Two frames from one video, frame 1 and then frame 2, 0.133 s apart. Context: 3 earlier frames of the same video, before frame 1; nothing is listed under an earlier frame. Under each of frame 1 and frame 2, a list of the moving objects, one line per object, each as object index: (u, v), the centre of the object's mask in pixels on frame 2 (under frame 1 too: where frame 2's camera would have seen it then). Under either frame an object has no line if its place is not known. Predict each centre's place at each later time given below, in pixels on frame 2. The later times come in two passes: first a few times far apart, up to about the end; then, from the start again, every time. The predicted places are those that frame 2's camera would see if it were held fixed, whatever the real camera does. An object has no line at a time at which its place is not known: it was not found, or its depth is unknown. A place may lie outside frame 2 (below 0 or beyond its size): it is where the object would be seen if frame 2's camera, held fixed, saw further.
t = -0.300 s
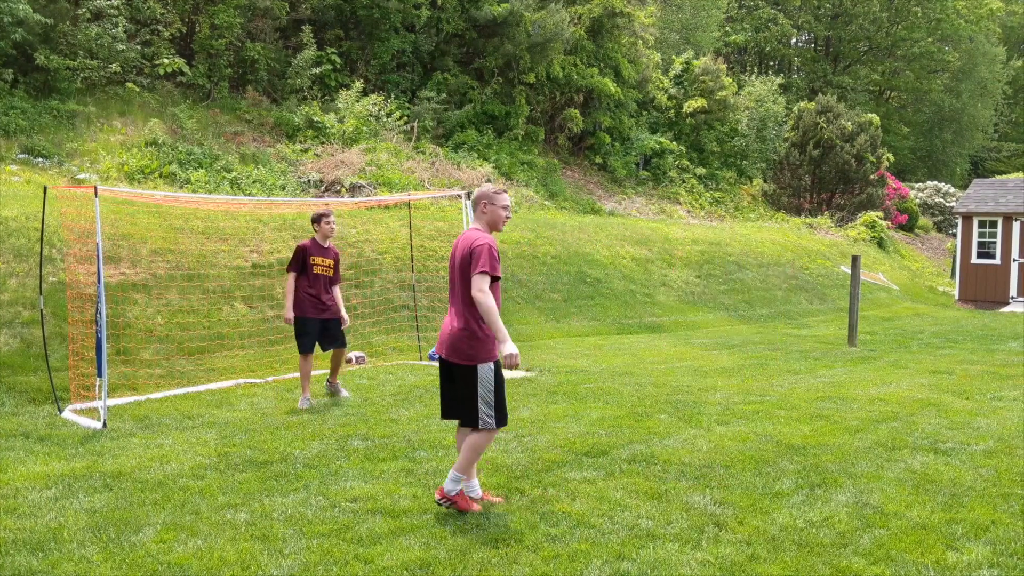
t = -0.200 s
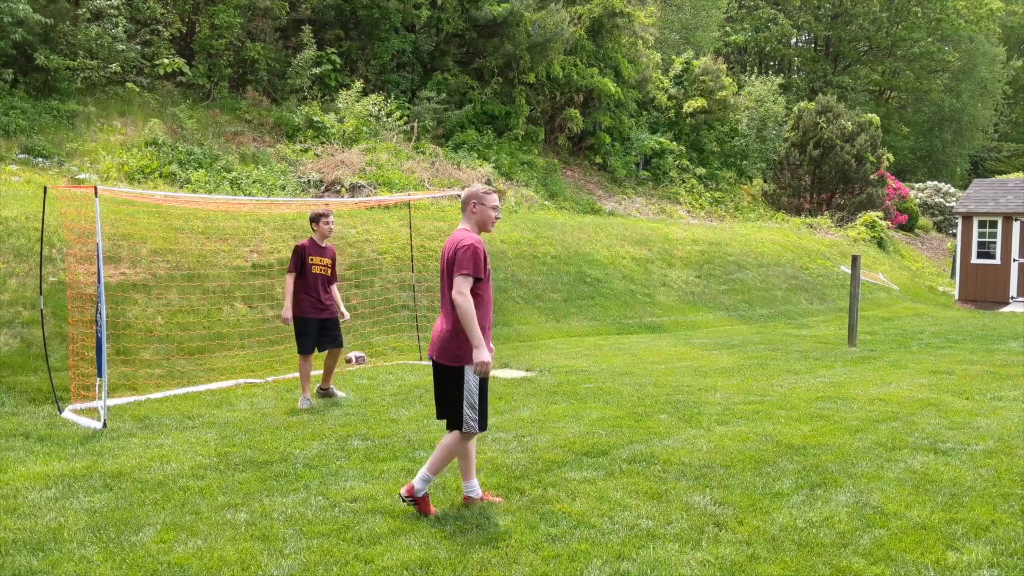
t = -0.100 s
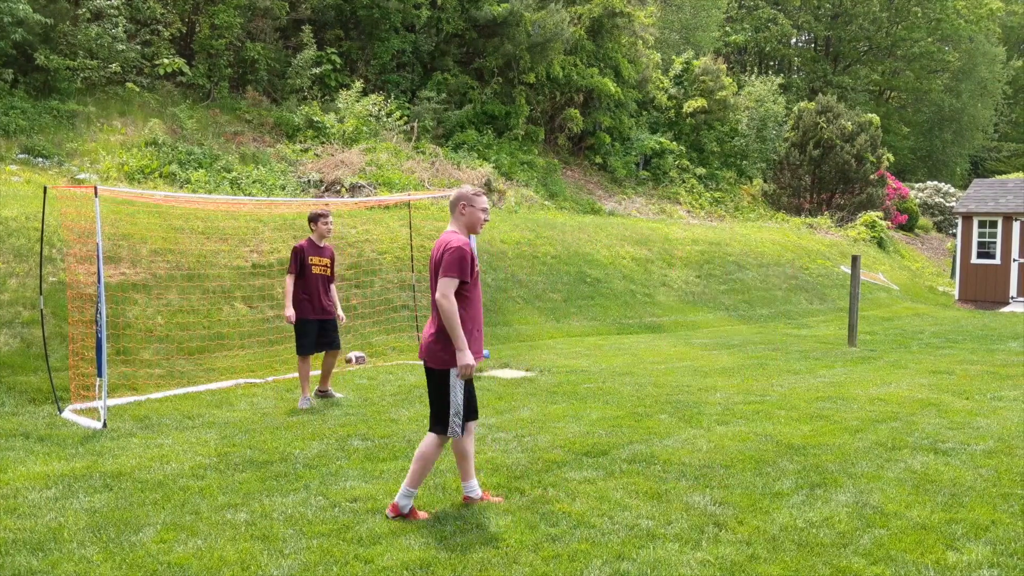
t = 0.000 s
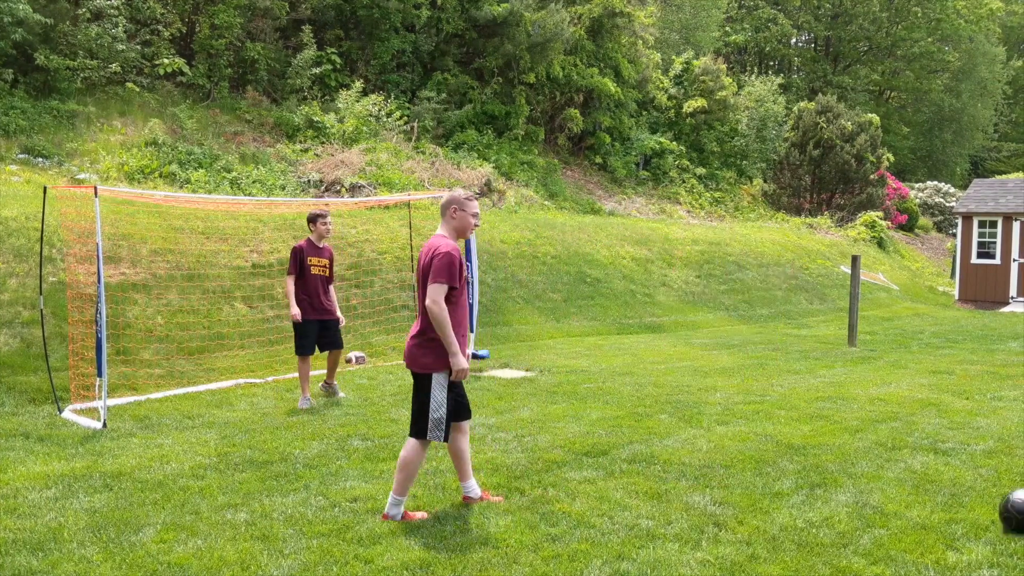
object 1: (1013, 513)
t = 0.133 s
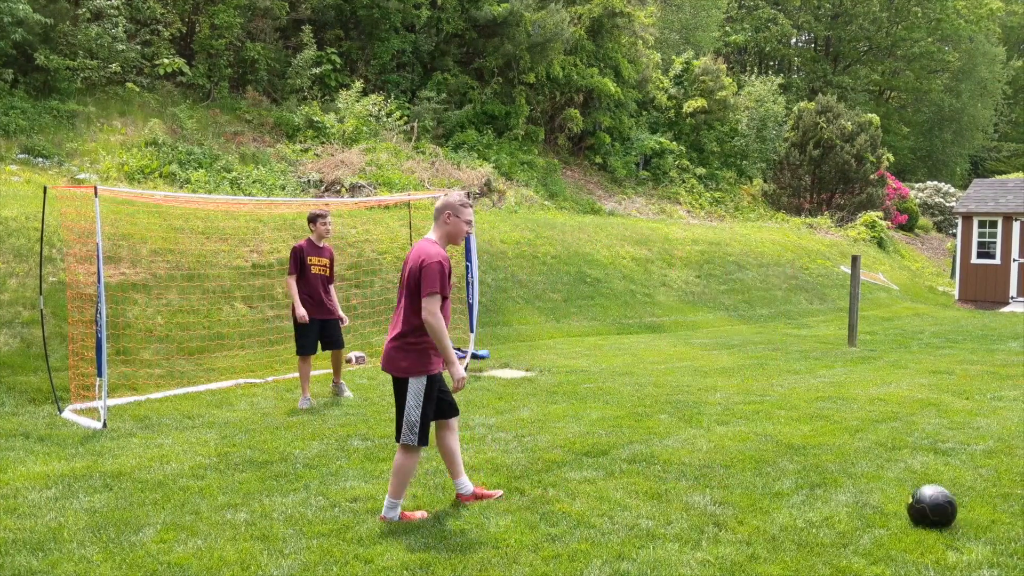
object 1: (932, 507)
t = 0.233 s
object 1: (869, 503)
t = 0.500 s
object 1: (735, 486)
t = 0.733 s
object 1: (650, 474)
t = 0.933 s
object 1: (593, 465)
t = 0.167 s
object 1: (911, 506)
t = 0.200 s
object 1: (890, 504)
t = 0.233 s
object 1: (869, 503)
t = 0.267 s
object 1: (850, 501)
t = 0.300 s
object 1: (831, 499)
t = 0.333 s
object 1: (813, 496)
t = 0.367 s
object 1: (797, 494)
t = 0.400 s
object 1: (781, 493)
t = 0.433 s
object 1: (765, 491)
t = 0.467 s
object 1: (749, 488)
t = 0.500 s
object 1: (735, 486)
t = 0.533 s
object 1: (721, 482)
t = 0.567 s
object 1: (709, 478)
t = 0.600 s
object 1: (696, 475)
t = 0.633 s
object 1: (684, 475)
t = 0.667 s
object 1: (672, 475)
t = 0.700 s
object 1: (661, 475)
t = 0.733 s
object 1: (650, 474)
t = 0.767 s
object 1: (640, 473)
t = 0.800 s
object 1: (630, 471)
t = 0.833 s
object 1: (620, 469)
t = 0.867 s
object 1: (611, 466)
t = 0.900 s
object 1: (602, 466)
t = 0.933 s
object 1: (593, 465)
